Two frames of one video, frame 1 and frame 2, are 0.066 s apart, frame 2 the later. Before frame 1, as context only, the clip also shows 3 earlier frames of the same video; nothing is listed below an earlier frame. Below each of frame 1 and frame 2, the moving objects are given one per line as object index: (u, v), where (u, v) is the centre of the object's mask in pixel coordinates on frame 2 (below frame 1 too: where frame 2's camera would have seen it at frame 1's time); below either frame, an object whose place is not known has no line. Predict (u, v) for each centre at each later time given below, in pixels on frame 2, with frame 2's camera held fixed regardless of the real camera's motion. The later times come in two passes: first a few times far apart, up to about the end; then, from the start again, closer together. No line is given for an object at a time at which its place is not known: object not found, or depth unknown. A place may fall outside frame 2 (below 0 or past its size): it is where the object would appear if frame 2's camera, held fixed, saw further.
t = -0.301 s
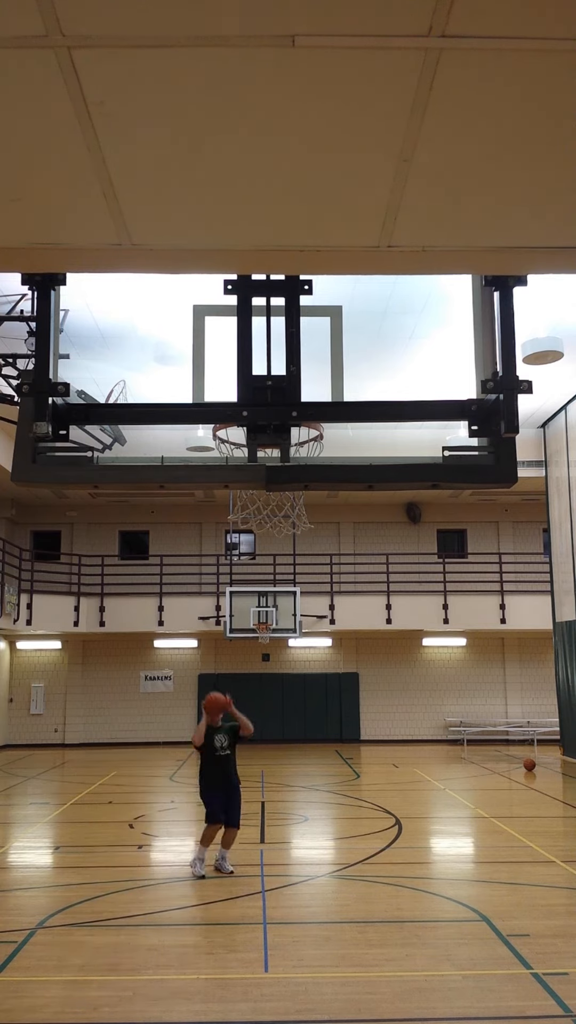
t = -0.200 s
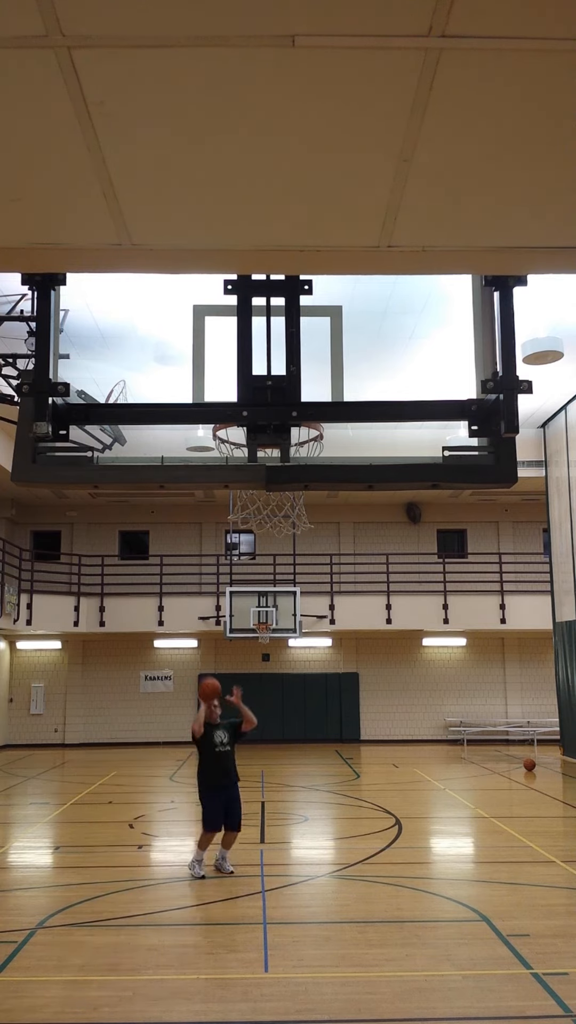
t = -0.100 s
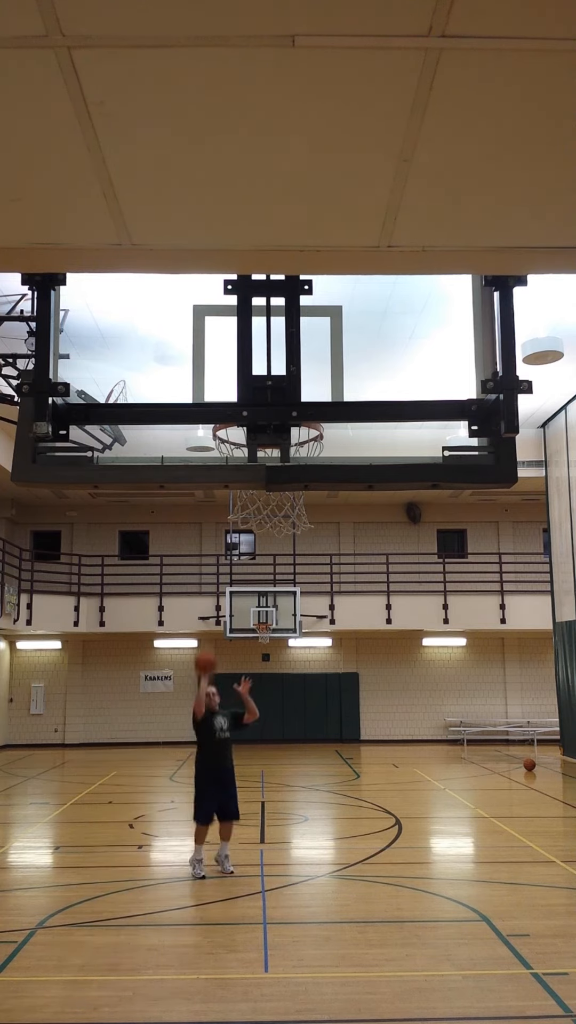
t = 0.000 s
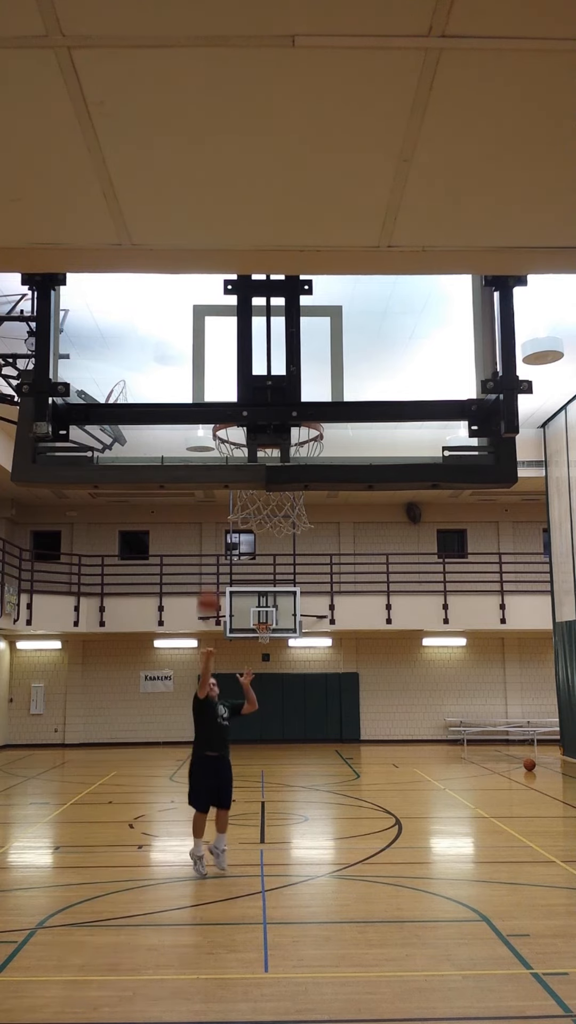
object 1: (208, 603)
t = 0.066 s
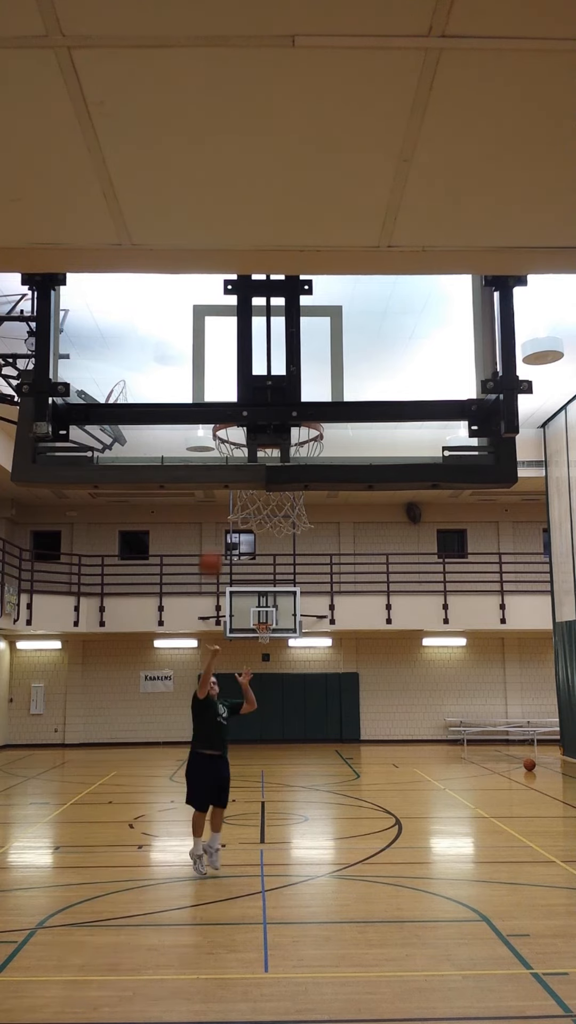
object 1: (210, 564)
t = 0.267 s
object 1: (218, 452)
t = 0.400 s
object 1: (224, 397)
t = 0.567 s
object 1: (228, 349)
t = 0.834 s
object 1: (261, 330)
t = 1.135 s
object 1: (230, 397)
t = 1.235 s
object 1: (219, 382)
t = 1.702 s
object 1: (124, 503)
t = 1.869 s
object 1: (101, 604)
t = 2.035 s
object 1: (76, 752)
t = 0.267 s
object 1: (218, 452)
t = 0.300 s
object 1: (220, 444)
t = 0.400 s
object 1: (224, 397)
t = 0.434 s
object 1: (225, 389)
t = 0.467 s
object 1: (226, 377)
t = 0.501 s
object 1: (227, 367)
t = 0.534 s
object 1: (227, 357)
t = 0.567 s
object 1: (228, 349)
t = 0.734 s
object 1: (258, 328)
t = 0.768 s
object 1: (258, 325)
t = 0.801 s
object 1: (259, 327)
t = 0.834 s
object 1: (261, 330)
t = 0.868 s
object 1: (265, 332)
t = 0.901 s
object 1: (266, 337)
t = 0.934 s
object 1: (266, 346)
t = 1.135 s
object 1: (230, 397)
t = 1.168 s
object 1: (223, 391)
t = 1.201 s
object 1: (221, 385)
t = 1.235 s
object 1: (219, 382)
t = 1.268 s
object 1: (208, 379)
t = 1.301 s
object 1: (191, 378)
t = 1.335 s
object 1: (186, 378)
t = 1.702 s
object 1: (124, 503)
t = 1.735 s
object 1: (120, 515)
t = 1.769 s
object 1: (117, 532)
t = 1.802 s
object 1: (111, 555)
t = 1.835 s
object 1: (106, 580)
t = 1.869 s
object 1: (101, 604)
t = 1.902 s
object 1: (96, 634)
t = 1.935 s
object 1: (90, 660)
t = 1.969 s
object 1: (86, 688)
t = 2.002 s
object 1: (81, 718)
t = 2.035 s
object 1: (76, 752)
